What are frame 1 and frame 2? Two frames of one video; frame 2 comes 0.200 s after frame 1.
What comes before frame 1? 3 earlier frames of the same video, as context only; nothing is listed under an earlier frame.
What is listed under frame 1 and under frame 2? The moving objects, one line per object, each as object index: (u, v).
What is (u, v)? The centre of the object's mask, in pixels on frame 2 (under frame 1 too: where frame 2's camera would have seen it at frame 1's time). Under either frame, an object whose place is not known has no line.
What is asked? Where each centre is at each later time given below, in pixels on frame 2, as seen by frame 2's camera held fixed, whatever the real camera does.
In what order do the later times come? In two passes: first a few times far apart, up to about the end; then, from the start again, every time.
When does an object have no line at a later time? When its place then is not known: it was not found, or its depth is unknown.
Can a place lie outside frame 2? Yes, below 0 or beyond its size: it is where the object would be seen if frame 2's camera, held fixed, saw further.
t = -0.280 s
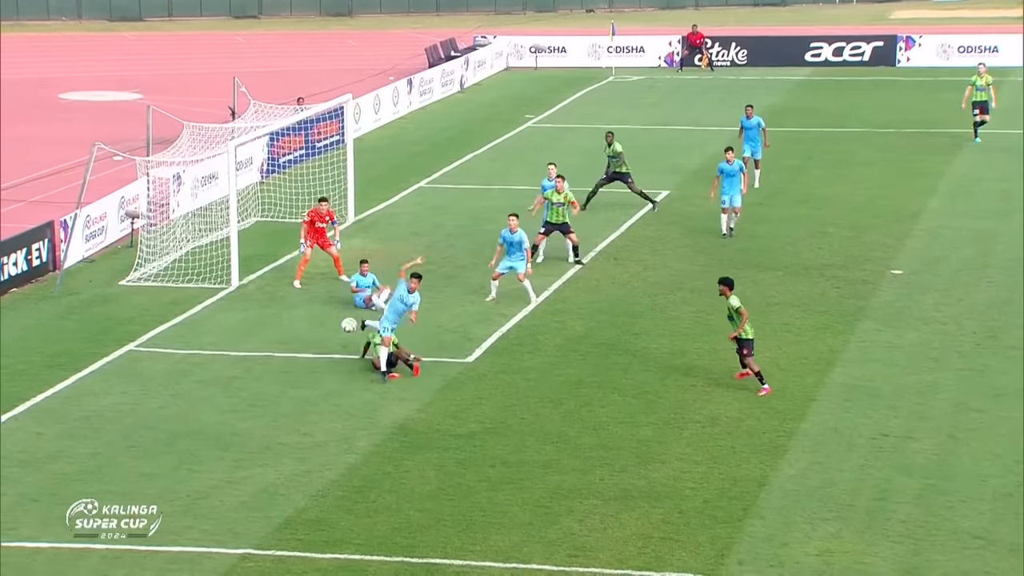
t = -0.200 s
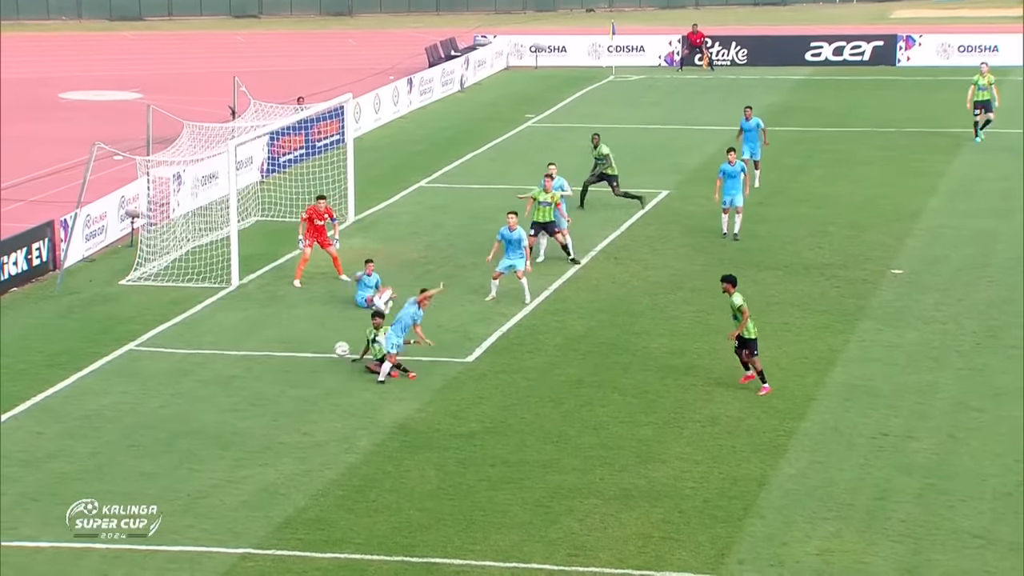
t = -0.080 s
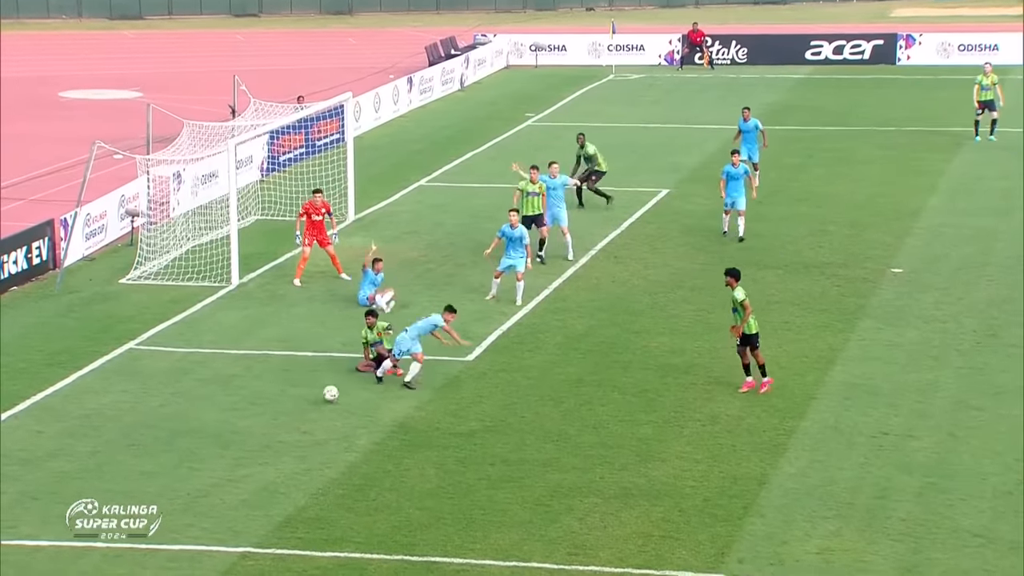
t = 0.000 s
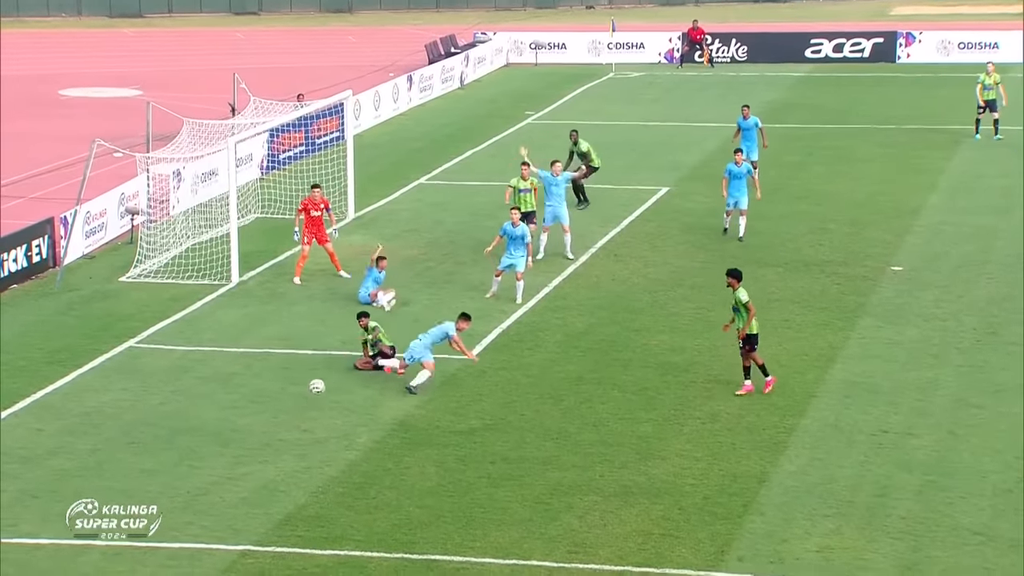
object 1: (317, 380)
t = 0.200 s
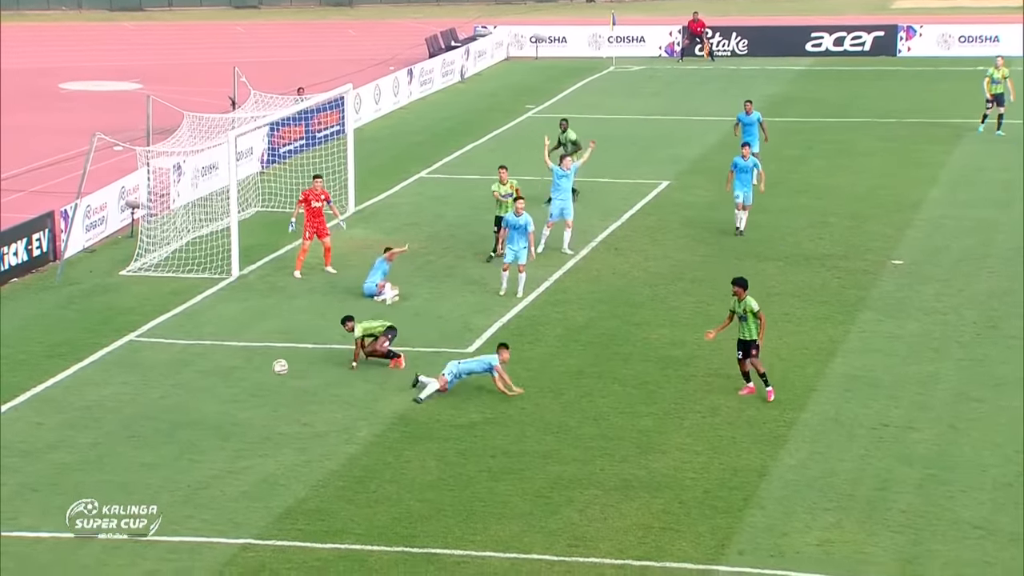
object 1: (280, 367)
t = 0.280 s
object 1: (265, 369)
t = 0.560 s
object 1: (211, 414)
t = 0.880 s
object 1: (154, 435)
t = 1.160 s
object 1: (104, 467)
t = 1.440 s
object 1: (56, 488)
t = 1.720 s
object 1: (5, 506)
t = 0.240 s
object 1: (272, 367)
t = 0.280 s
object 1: (265, 369)
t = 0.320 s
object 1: (257, 372)
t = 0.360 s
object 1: (249, 376)
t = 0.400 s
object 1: (242, 381)
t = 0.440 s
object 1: (234, 388)
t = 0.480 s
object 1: (226, 395)
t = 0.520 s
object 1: (219, 404)
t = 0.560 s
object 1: (211, 414)
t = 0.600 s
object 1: (203, 426)
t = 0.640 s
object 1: (195, 438)
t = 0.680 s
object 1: (188, 436)
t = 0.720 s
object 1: (182, 433)
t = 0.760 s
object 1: (174, 432)
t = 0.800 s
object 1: (168, 432)
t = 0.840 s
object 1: (161, 433)
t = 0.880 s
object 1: (154, 435)
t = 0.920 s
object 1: (146, 439)
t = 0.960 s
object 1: (140, 444)
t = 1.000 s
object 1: (132, 450)
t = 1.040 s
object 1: (125, 457)
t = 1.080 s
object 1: (118, 466)
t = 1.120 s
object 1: (111, 468)
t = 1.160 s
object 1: (104, 467)
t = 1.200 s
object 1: (99, 467)
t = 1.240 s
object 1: (91, 468)
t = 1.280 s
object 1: (84, 471)
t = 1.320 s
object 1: (78, 476)
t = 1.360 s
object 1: (70, 481)
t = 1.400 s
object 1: (64, 487)
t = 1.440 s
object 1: (56, 488)
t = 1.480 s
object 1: (49, 489)
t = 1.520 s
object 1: (42, 492)
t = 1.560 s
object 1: (35, 495)
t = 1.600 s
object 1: (28, 499)
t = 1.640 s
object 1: (20, 501)
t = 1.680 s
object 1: (13, 503)
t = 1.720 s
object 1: (5, 506)
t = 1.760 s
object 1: (-2, 510)
